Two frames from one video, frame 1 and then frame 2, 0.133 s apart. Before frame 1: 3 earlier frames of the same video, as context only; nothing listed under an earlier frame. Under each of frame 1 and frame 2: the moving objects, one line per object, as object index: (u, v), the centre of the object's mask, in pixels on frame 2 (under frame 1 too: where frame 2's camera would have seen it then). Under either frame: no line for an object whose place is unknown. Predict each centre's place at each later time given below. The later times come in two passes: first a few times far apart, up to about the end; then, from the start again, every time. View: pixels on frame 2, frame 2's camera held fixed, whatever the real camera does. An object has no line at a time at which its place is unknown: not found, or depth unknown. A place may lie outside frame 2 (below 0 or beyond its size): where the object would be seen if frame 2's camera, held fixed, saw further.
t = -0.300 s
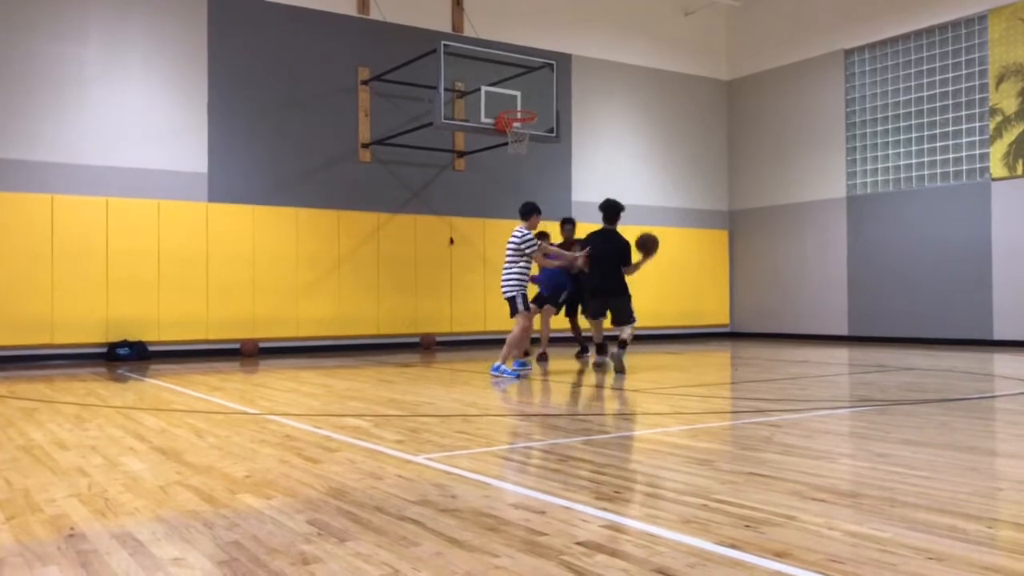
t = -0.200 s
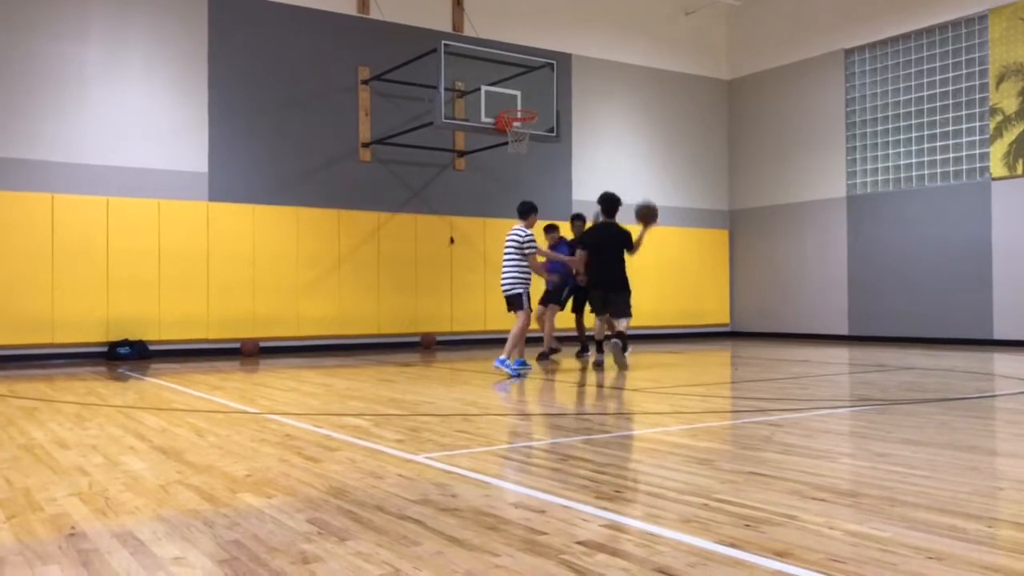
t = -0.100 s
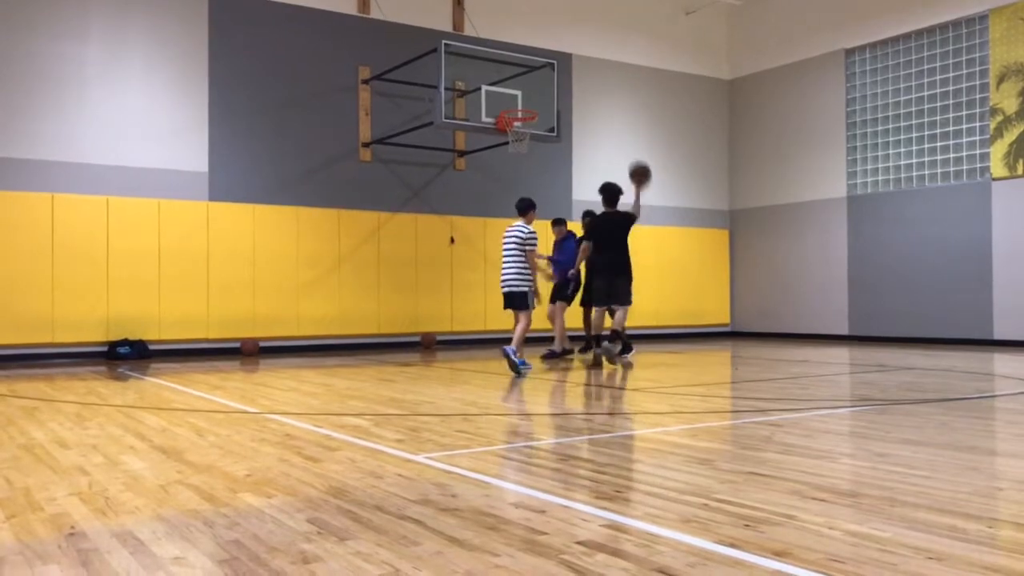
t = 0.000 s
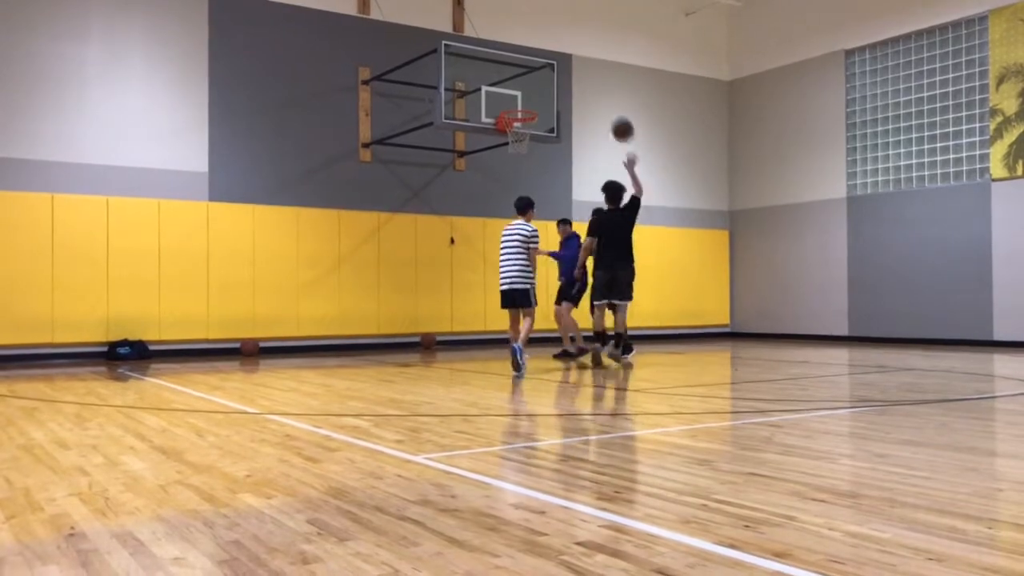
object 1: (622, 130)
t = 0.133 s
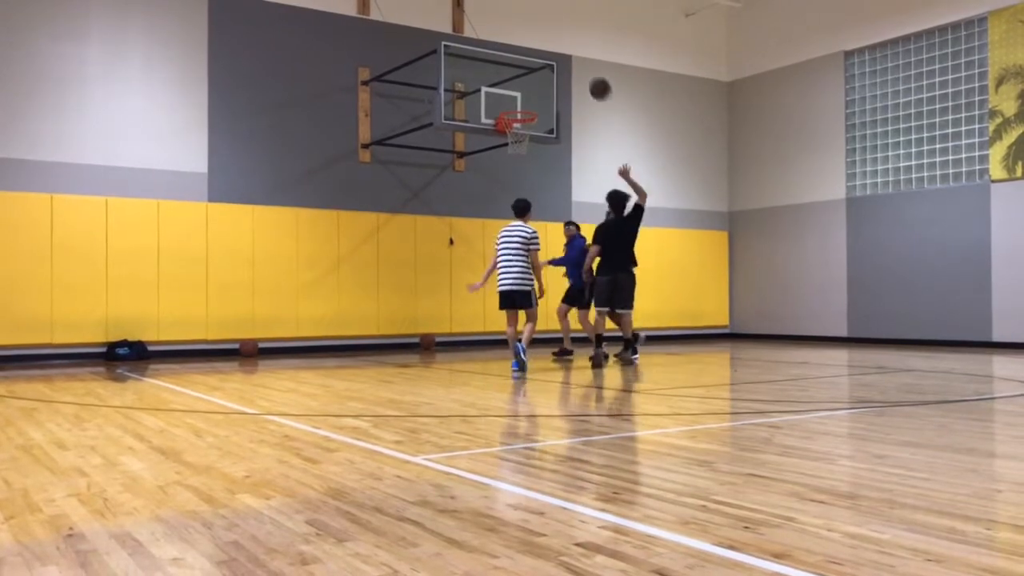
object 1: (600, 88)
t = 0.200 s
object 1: (589, 75)
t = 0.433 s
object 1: (555, 56)
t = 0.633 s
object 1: (531, 76)
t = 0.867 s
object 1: (538, 106)
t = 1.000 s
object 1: (553, 94)
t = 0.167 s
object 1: (594, 81)
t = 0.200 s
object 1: (589, 75)
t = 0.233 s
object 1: (584, 69)
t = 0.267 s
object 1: (579, 65)
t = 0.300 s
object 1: (574, 61)
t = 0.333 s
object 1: (570, 58)
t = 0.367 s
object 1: (565, 56)
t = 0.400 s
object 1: (561, 56)
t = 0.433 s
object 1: (555, 56)
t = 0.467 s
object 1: (551, 56)
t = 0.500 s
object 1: (547, 59)
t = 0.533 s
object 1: (543, 62)
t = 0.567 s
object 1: (539, 67)
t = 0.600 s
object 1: (535, 71)
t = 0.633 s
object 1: (531, 76)
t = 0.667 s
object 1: (527, 82)
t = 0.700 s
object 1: (523, 88)
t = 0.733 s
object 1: (526, 92)
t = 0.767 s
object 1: (529, 95)
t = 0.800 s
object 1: (532, 100)
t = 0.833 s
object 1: (534, 106)
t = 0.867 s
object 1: (538, 106)
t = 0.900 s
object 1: (542, 102)
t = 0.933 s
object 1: (545, 99)
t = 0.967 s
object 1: (549, 96)
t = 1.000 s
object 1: (553, 94)
